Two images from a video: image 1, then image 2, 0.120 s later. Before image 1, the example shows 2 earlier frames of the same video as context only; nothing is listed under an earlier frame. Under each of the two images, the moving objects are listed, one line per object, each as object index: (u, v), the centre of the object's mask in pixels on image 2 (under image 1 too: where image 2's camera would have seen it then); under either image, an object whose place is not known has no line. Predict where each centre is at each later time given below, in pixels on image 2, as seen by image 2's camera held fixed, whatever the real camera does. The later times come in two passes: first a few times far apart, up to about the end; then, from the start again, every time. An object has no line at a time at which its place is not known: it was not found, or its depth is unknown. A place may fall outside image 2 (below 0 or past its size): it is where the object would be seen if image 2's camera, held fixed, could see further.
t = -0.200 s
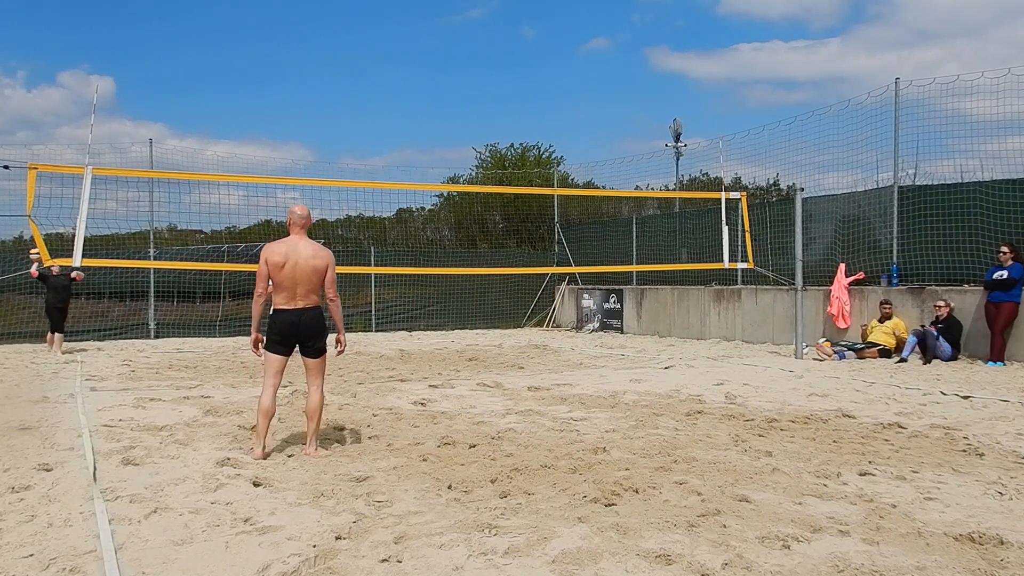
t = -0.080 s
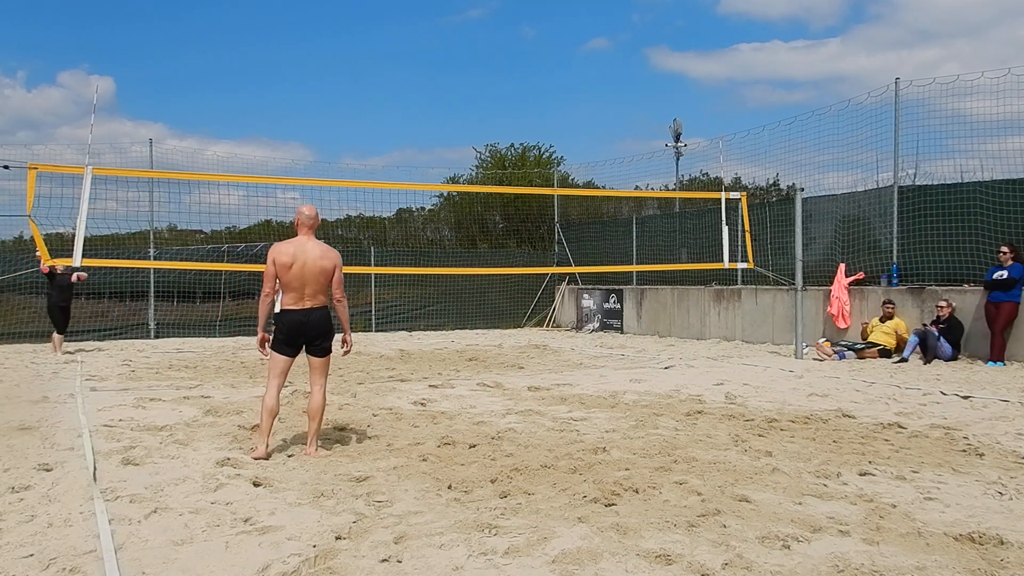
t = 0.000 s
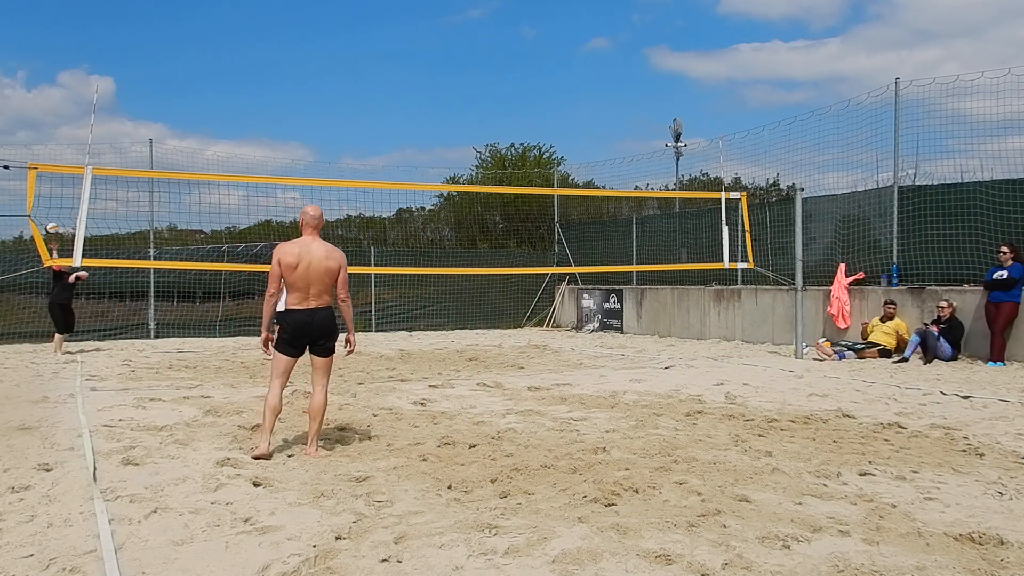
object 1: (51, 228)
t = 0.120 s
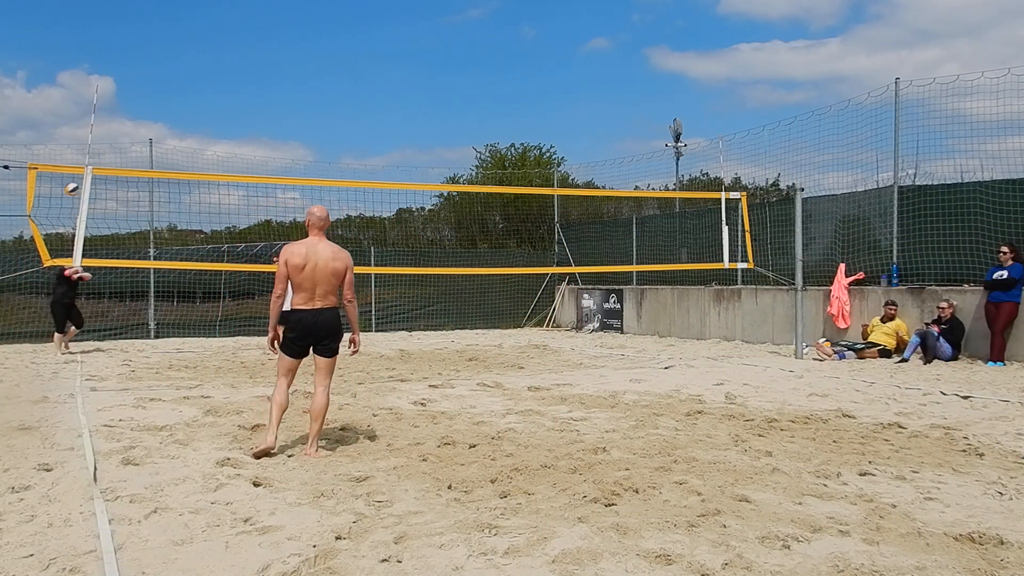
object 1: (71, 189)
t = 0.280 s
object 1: (102, 144)
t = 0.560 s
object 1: (162, 95)
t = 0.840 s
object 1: (235, 95)
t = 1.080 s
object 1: (314, 151)
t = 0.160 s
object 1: (78, 177)
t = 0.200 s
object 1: (87, 163)
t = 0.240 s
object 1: (95, 155)
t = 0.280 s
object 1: (102, 144)
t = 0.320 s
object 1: (110, 135)
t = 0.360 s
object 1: (118, 127)
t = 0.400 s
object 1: (127, 119)
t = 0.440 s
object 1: (135, 112)
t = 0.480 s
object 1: (144, 105)
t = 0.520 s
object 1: (153, 100)
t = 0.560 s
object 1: (162, 95)
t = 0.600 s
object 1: (172, 92)
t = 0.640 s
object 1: (182, 89)
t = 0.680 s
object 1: (192, 88)
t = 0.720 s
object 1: (202, 88)
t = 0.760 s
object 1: (213, 89)
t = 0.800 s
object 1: (224, 91)
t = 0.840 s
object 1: (235, 95)
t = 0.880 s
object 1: (248, 100)
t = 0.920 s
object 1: (260, 107)
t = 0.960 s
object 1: (273, 116)
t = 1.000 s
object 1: (286, 126)
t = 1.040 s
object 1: (300, 137)
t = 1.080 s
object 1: (314, 151)
